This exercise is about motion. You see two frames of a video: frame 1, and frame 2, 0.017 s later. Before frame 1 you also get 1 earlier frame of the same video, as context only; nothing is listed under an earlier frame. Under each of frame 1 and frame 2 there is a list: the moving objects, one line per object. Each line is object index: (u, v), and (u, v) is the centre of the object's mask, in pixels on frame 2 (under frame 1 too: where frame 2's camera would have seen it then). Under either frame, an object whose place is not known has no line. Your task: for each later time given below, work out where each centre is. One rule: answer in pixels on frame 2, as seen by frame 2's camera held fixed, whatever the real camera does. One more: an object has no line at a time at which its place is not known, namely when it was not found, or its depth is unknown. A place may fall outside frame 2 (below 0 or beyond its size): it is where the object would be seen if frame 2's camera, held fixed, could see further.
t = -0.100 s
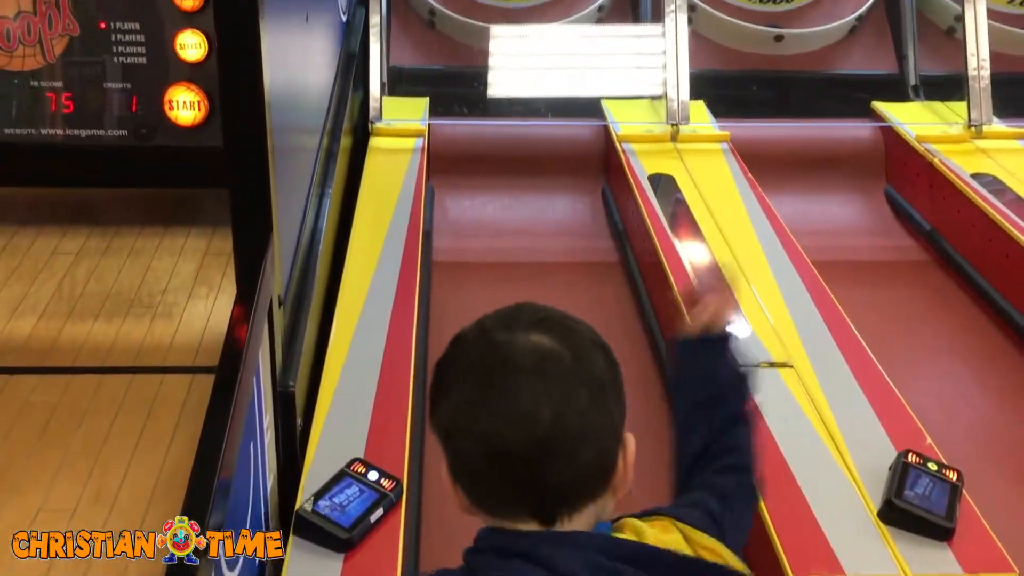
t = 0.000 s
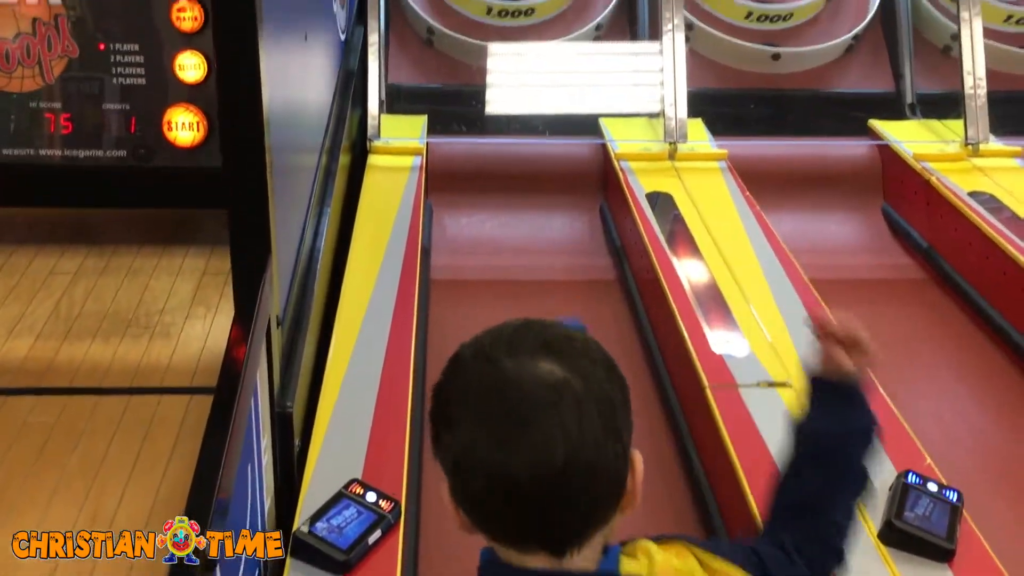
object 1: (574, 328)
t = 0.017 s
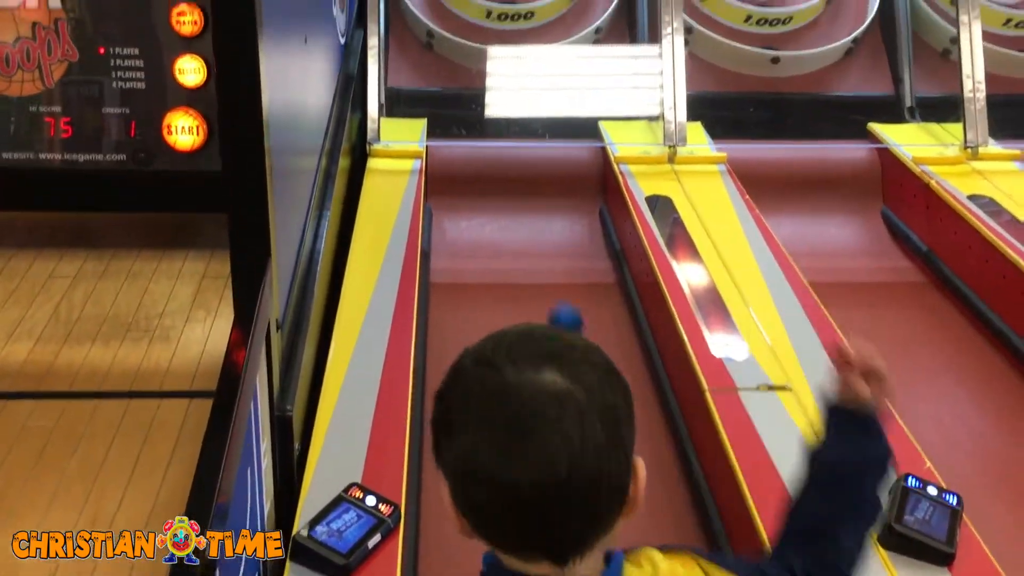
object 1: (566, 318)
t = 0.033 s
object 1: (562, 307)
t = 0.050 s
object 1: (558, 292)
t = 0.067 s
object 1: (554, 279)
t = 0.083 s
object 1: (550, 266)
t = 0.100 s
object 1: (547, 254)
